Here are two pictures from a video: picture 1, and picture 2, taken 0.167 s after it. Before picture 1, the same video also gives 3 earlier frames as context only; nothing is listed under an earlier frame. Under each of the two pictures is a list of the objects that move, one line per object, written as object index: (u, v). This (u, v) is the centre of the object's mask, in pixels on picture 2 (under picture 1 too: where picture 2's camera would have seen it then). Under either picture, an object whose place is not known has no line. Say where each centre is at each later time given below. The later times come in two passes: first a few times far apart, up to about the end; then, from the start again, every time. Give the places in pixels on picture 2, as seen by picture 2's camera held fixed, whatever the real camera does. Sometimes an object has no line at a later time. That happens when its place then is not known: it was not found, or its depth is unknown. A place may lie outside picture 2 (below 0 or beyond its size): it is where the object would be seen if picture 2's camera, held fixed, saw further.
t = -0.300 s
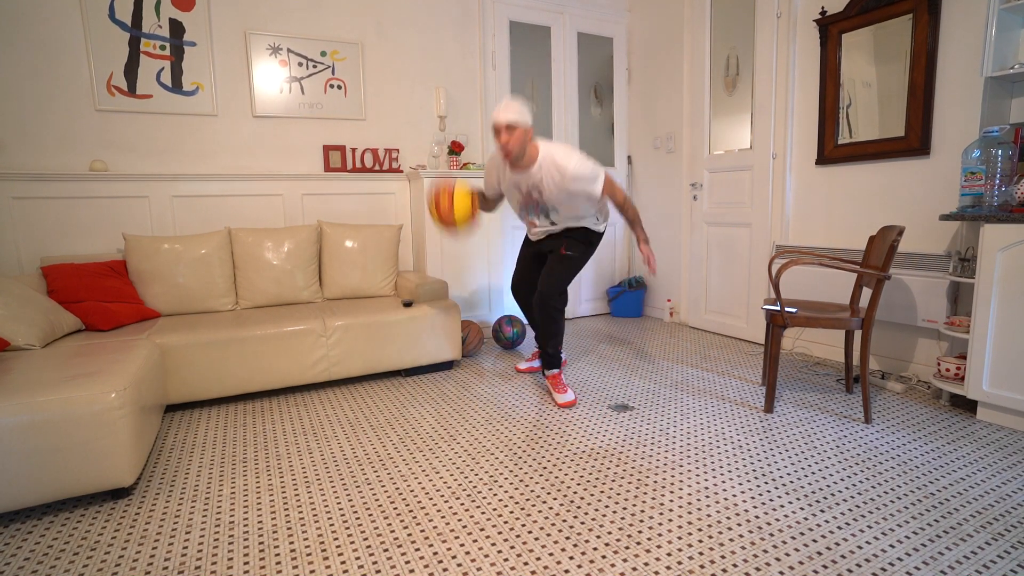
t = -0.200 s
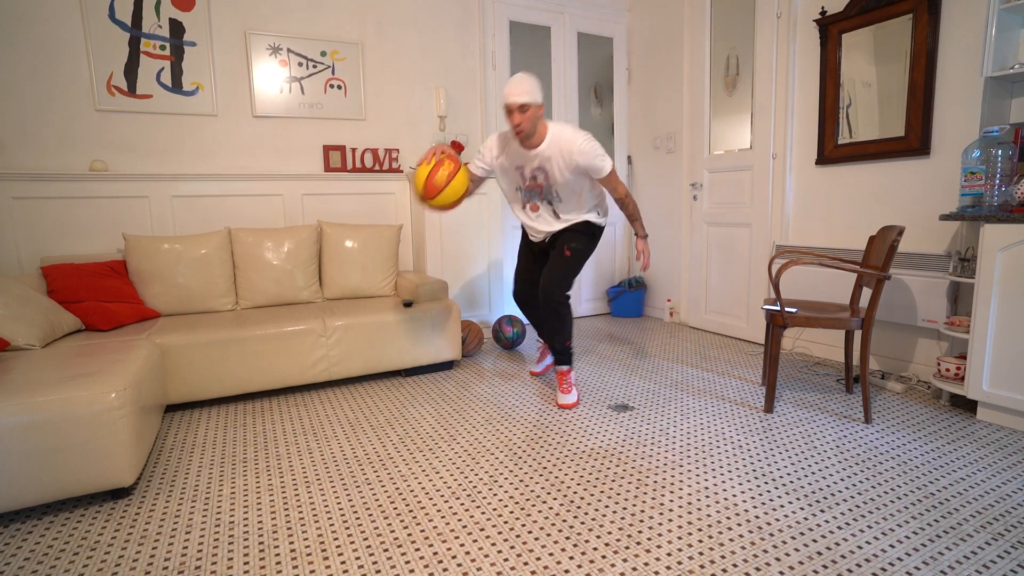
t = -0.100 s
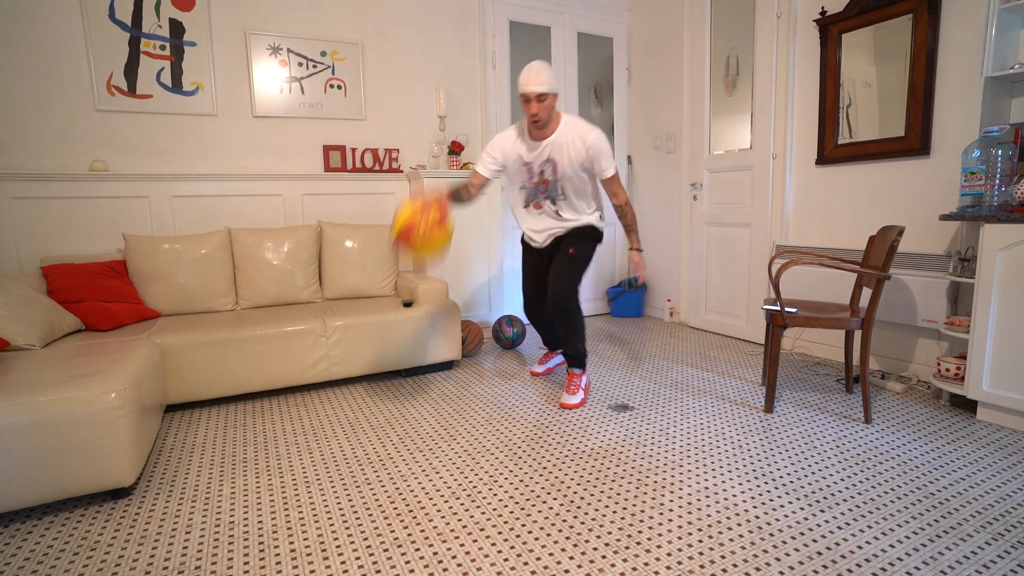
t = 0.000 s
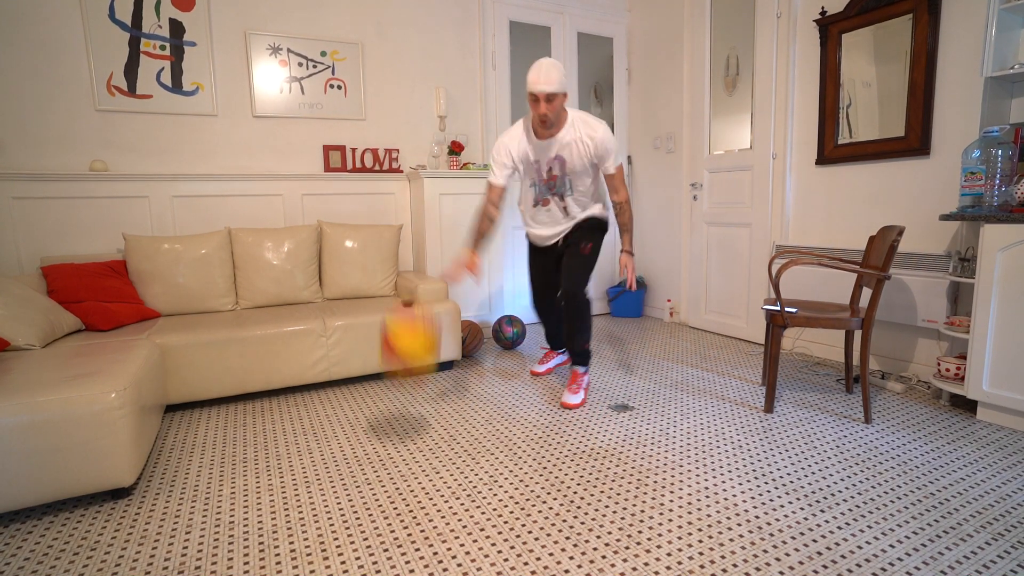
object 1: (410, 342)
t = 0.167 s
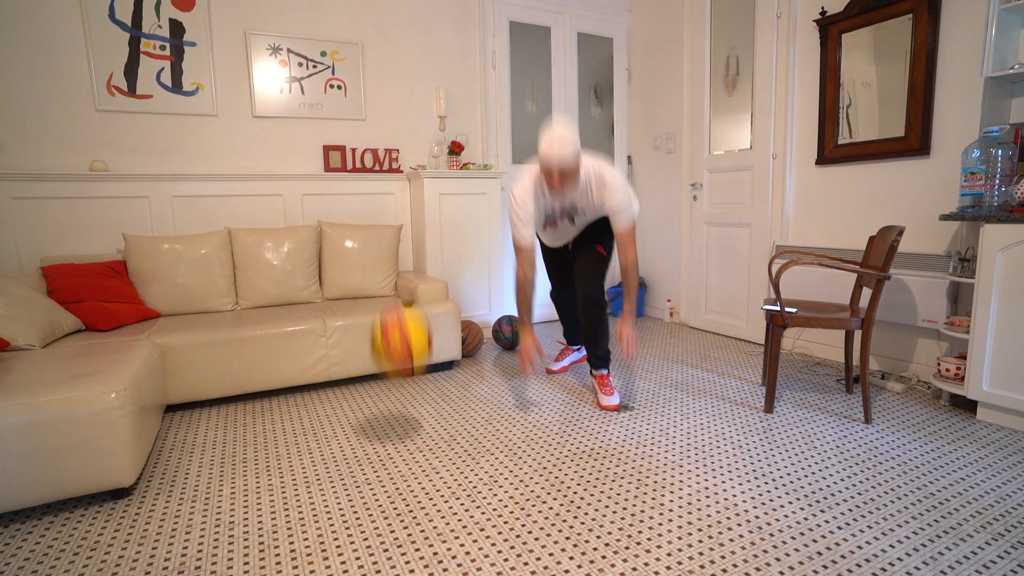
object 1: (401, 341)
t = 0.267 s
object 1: (400, 263)
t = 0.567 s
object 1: (402, 183)
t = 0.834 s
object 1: (414, 299)
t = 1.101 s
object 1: (419, 328)
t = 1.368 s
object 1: (419, 267)
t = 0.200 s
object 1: (401, 311)
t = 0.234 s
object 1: (400, 288)
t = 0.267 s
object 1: (400, 263)
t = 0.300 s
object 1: (399, 242)
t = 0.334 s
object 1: (399, 224)
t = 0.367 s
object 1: (399, 210)
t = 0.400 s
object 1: (399, 198)
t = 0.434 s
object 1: (399, 190)
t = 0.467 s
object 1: (400, 184)
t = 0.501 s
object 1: (400, 181)
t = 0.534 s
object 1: (401, 181)
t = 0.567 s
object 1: (402, 183)
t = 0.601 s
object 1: (403, 188)
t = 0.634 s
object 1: (404, 196)
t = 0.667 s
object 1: (405, 206)
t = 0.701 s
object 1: (406, 220)
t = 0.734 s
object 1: (408, 235)
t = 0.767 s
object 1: (410, 254)
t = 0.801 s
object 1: (411, 274)
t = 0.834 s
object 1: (414, 299)
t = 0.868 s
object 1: (415, 324)
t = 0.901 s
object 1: (417, 350)
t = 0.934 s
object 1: (419, 378)
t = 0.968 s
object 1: (421, 410)
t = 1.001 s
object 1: (421, 390)
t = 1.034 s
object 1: (420, 366)
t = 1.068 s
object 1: (419, 347)
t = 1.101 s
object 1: (419, 328)
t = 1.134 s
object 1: (418, 311)
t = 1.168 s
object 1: (418, 298)
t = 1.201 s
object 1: (418, 286)
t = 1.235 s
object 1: (418, 277)
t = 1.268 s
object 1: (418, 271)
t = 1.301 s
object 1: (418, 267)
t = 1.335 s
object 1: (418, 266)
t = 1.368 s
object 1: (419, 267)
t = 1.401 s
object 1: (419, 271)
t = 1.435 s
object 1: (419, 276)
